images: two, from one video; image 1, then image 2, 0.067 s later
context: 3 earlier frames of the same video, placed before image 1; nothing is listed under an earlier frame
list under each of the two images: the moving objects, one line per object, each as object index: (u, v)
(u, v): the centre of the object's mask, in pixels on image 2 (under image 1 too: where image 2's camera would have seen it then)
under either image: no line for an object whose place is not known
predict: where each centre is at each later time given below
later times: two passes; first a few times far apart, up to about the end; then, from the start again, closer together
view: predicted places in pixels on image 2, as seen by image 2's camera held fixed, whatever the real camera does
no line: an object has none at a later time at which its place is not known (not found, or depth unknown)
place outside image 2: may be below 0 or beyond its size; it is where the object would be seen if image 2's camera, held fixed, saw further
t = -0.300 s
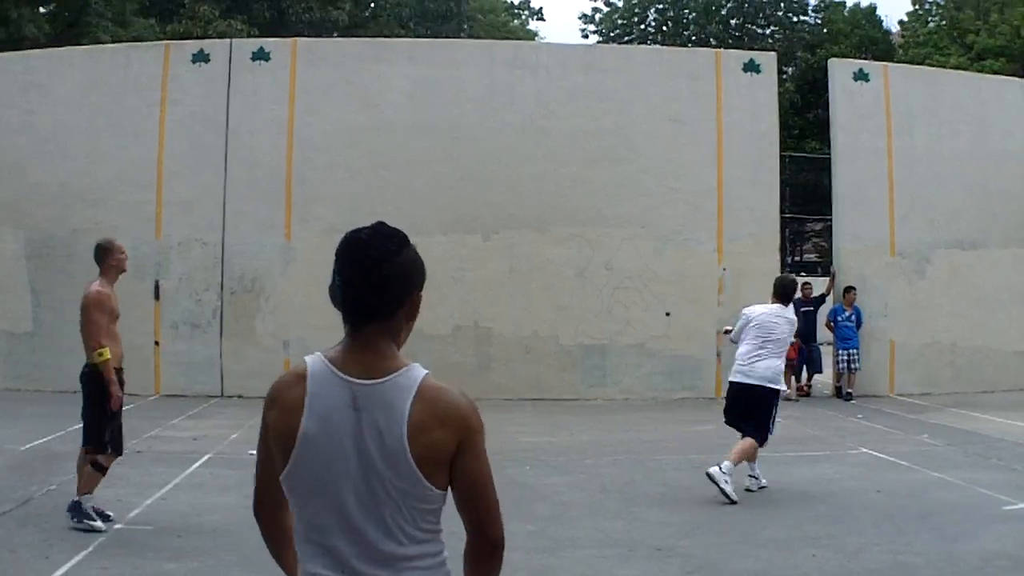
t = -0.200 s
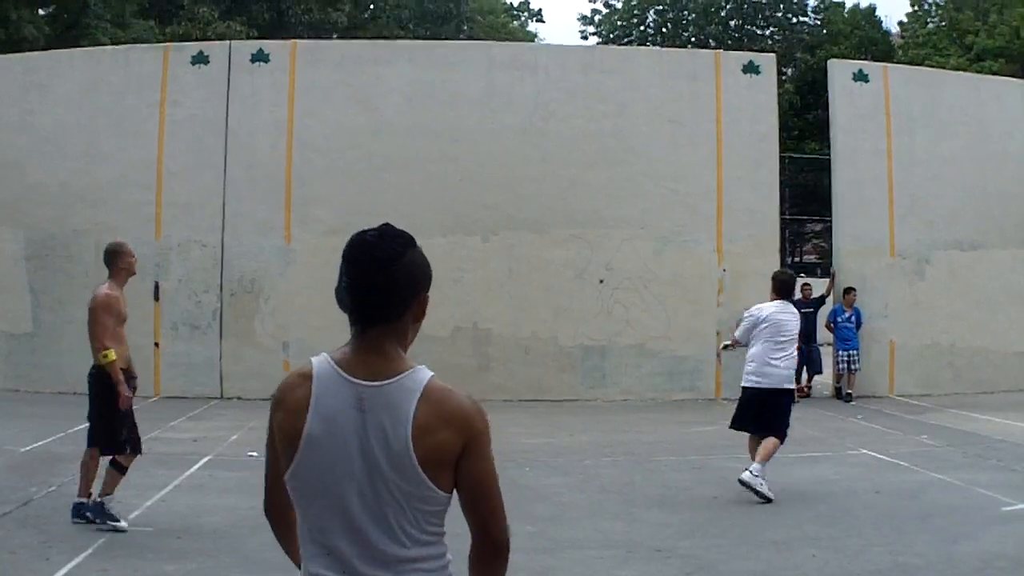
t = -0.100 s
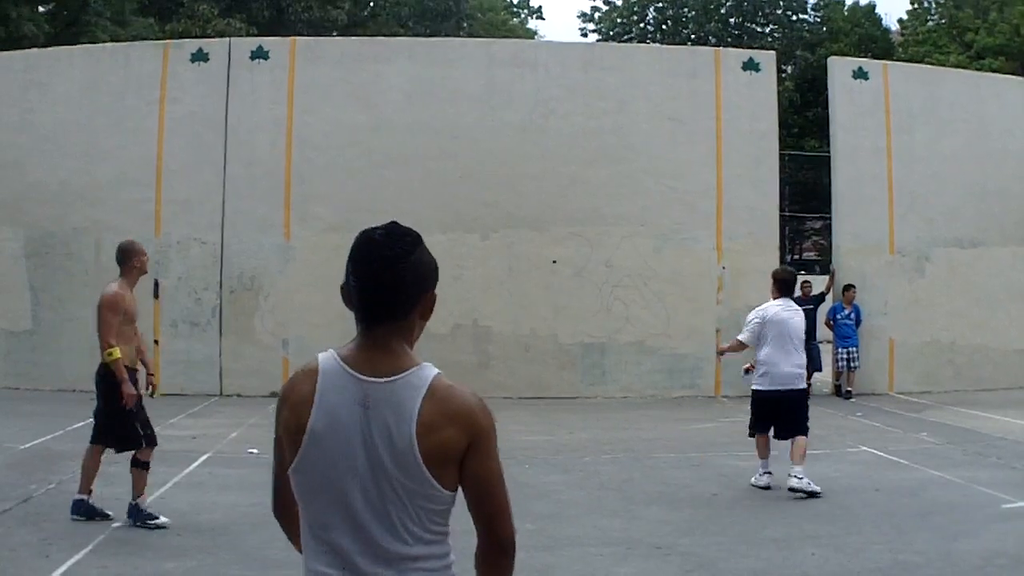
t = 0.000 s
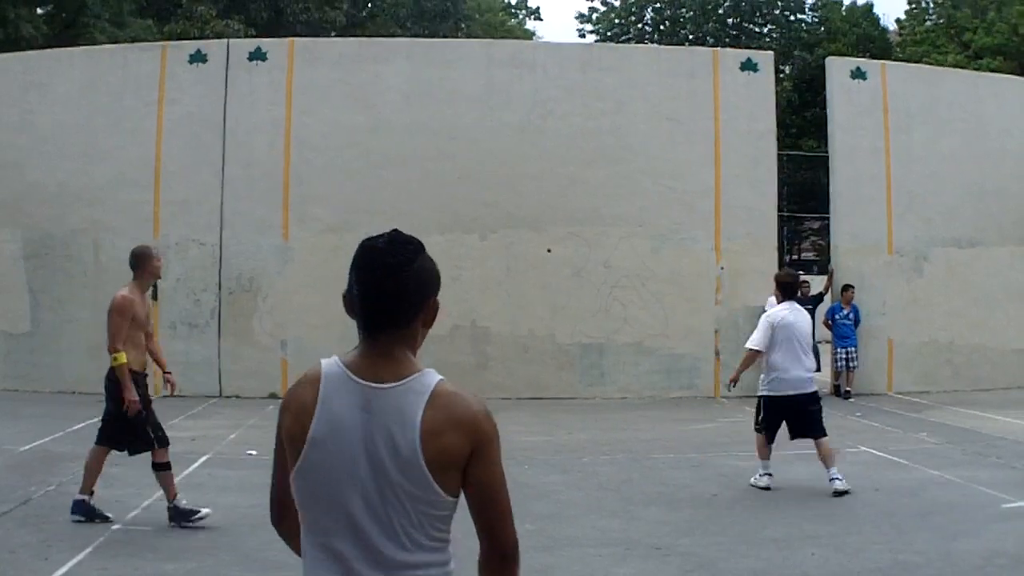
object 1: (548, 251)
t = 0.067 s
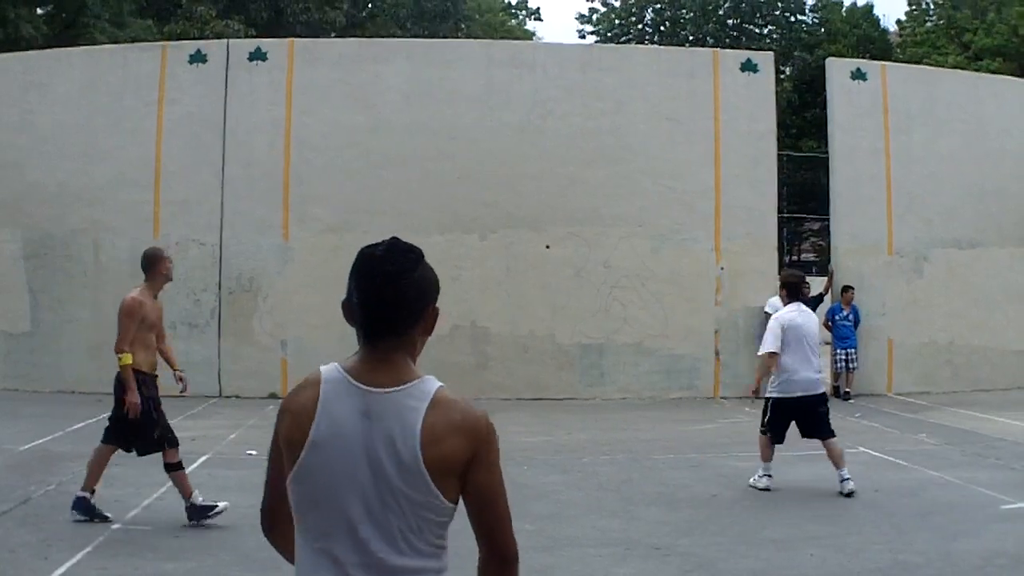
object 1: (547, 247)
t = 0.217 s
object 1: (542, 248)
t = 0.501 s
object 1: (521, 338)
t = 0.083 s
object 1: (547, 246)
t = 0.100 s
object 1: (546, 245)
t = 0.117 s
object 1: (546, 245)
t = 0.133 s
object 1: (545, 245)
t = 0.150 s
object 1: (545, 245)
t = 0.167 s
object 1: (544, 245)
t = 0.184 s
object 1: (543, 246)
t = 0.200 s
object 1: (543, 247)
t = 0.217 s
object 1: (542, 248)
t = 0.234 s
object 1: (542, 250)
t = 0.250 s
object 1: (541, 252)
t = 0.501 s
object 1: (521, 338)
